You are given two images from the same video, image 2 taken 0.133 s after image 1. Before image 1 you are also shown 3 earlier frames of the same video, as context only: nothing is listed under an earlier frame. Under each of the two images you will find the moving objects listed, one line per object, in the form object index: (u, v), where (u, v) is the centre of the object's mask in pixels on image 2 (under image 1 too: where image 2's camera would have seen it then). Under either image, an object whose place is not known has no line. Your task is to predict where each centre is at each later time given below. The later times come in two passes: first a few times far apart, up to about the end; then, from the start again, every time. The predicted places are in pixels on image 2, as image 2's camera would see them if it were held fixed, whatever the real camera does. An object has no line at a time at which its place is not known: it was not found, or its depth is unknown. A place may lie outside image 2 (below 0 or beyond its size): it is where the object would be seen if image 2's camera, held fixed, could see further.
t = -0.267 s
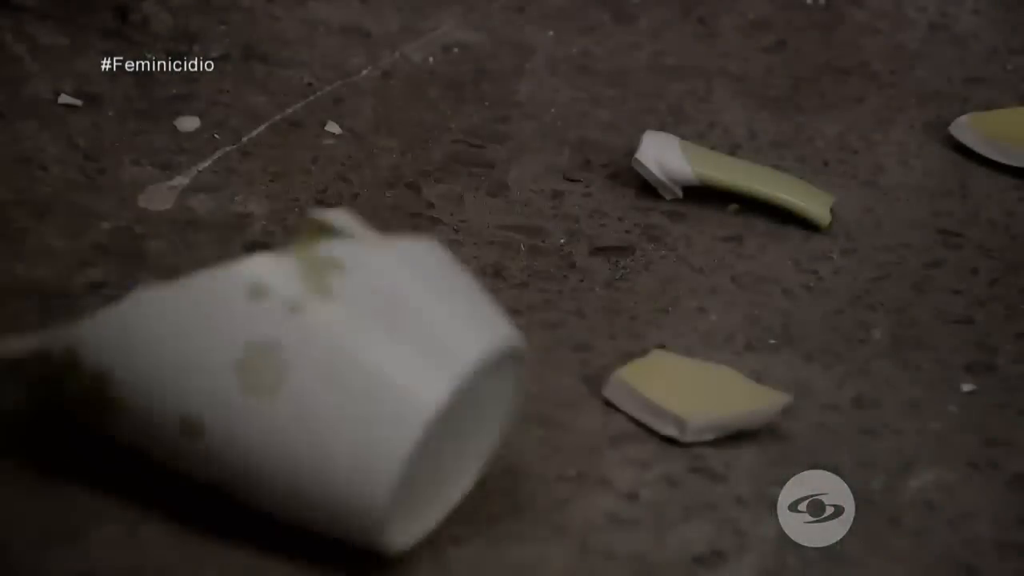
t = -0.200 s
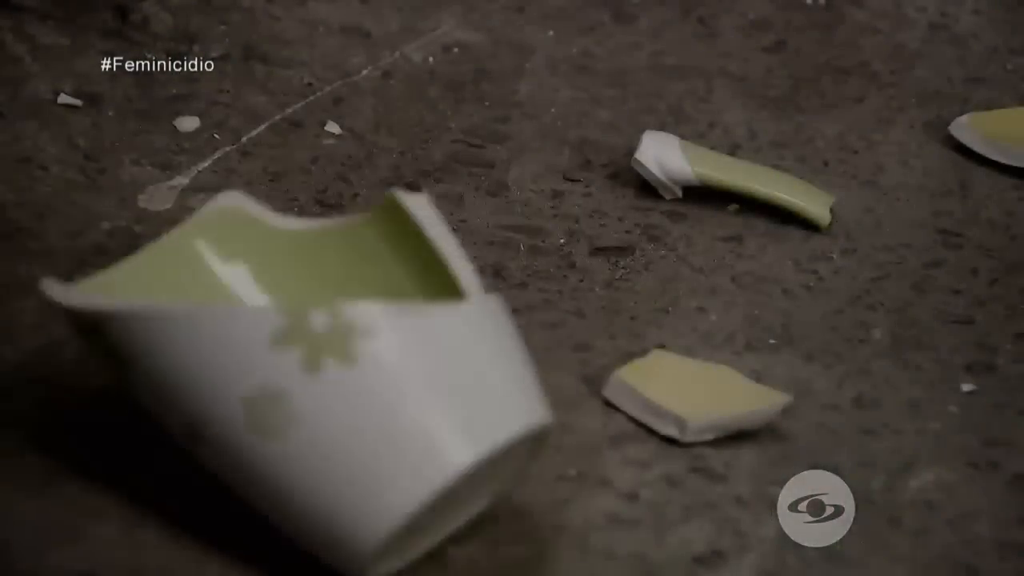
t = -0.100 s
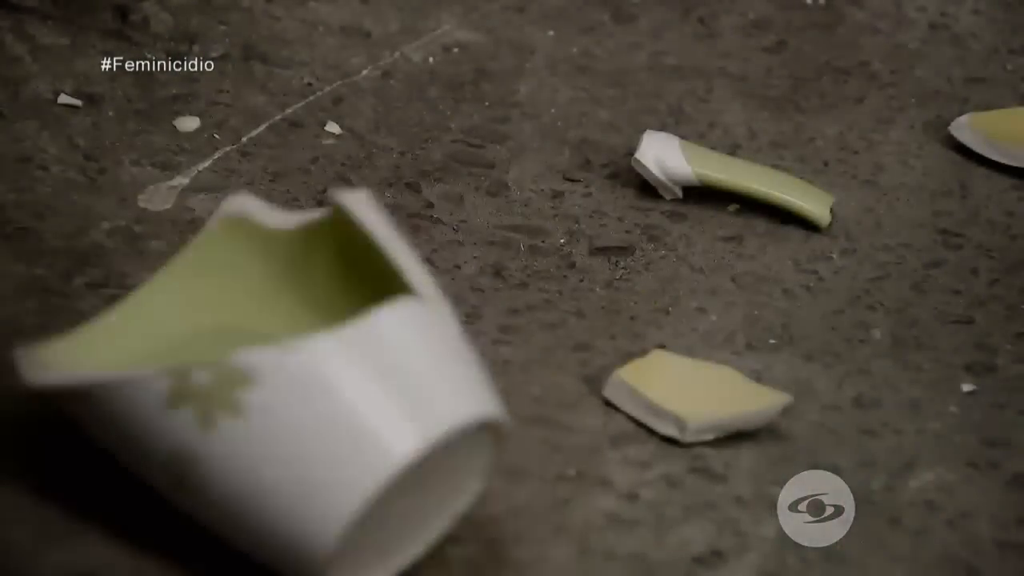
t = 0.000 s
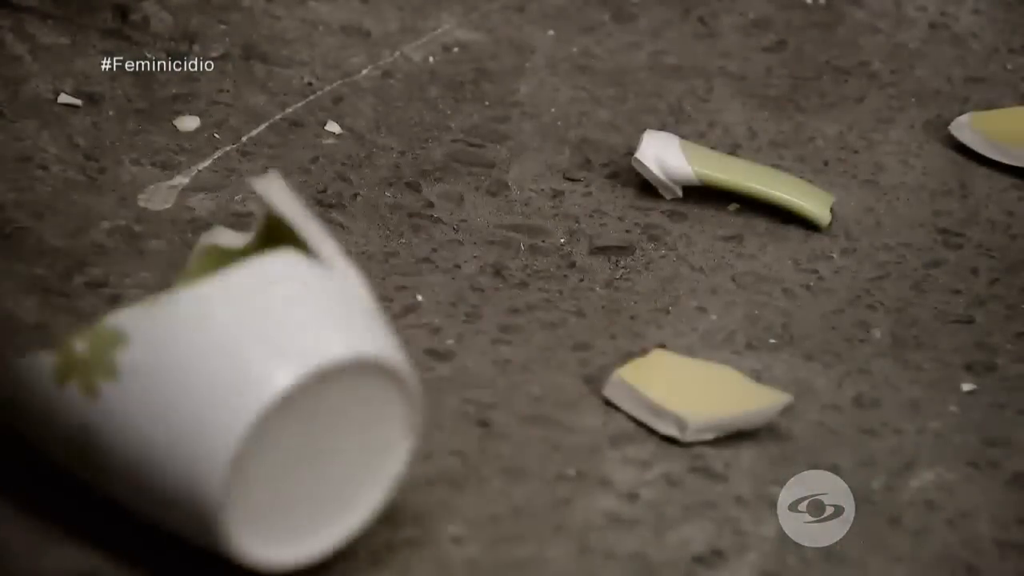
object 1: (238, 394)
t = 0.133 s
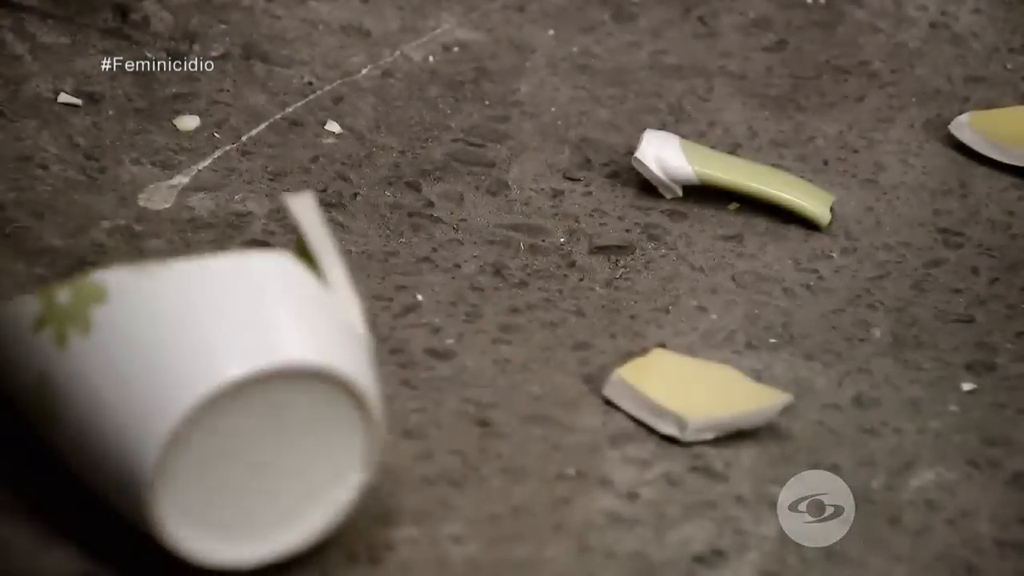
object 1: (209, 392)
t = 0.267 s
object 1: (219, 392)
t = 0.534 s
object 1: (215, 391)
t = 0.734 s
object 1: (215, 388)
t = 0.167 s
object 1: (207, 393)
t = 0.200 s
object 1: (210, 396)
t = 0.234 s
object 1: (216, 396)
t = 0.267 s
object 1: (219, 392)
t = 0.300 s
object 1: (223, 389)
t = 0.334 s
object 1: (225, 384)
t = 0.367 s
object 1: (226, 383)
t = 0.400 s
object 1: (224, 384)
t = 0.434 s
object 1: (221, 384)
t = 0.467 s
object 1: (216, 385)
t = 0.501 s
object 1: (213, 389)
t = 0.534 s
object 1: (215, 391)
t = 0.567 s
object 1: (218, 389)
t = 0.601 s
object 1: (218, 388)
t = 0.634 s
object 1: (216, 391)
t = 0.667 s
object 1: (214, 390)
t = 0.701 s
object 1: (215, 388)
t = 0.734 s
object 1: (215, 388)
